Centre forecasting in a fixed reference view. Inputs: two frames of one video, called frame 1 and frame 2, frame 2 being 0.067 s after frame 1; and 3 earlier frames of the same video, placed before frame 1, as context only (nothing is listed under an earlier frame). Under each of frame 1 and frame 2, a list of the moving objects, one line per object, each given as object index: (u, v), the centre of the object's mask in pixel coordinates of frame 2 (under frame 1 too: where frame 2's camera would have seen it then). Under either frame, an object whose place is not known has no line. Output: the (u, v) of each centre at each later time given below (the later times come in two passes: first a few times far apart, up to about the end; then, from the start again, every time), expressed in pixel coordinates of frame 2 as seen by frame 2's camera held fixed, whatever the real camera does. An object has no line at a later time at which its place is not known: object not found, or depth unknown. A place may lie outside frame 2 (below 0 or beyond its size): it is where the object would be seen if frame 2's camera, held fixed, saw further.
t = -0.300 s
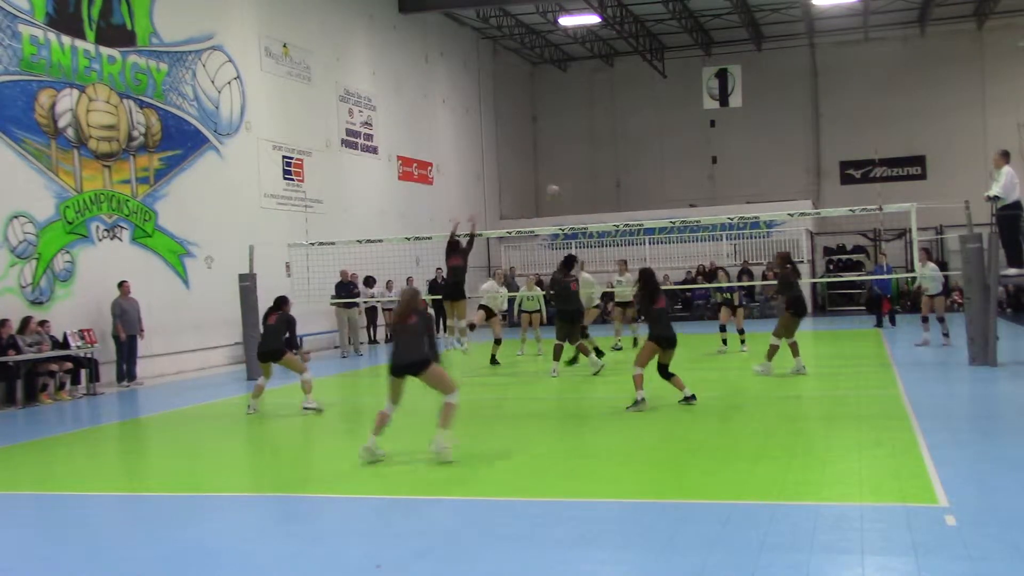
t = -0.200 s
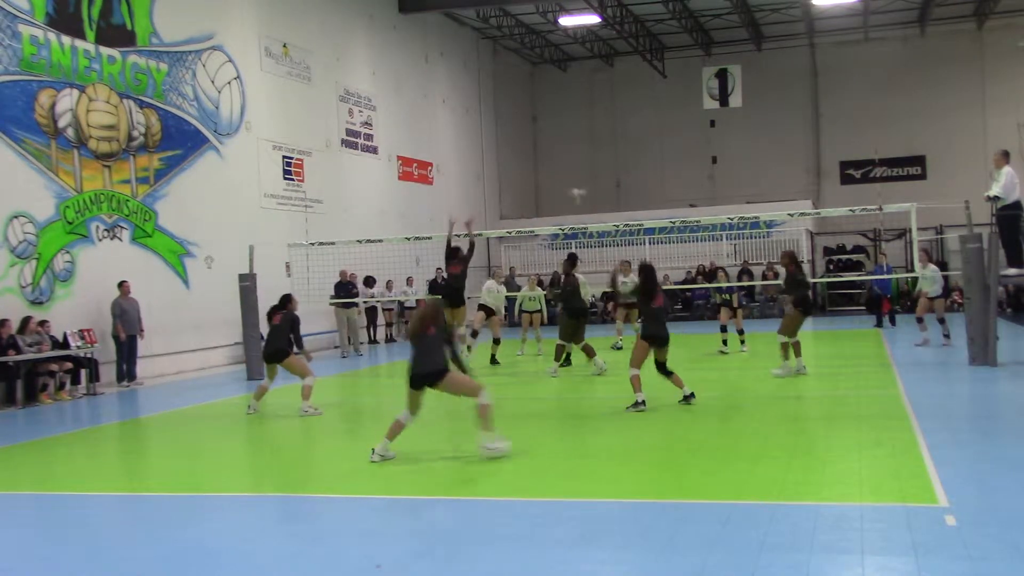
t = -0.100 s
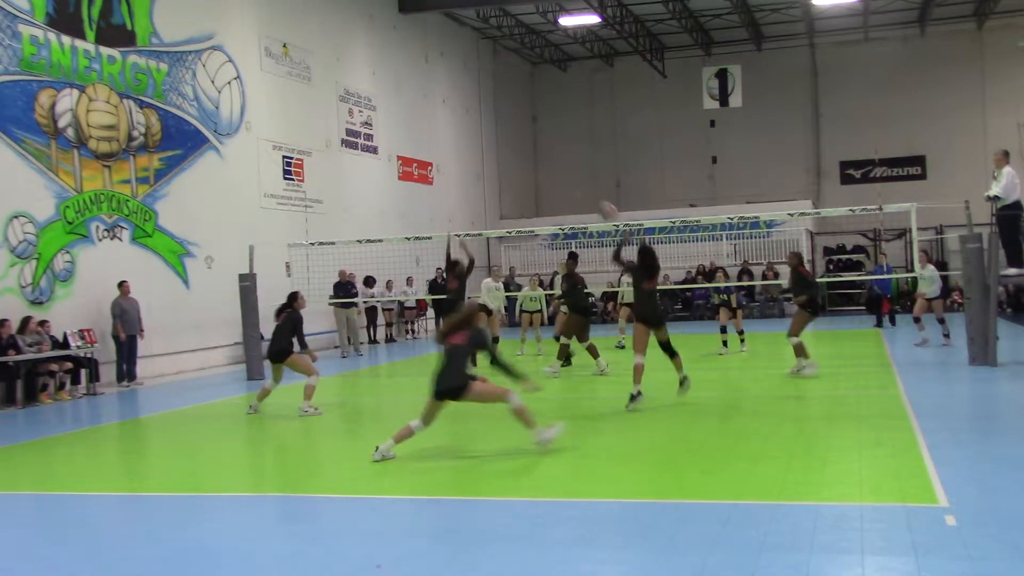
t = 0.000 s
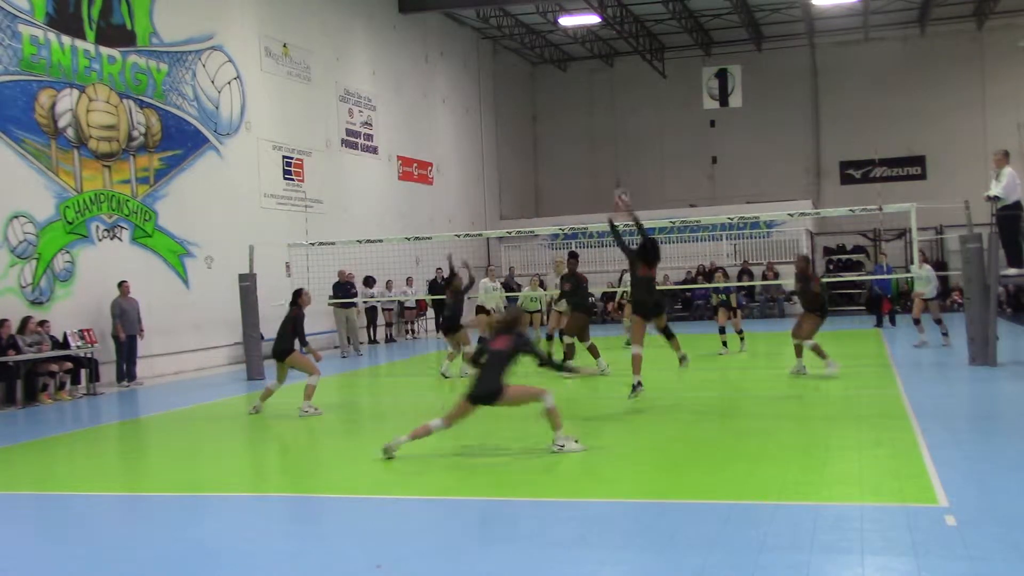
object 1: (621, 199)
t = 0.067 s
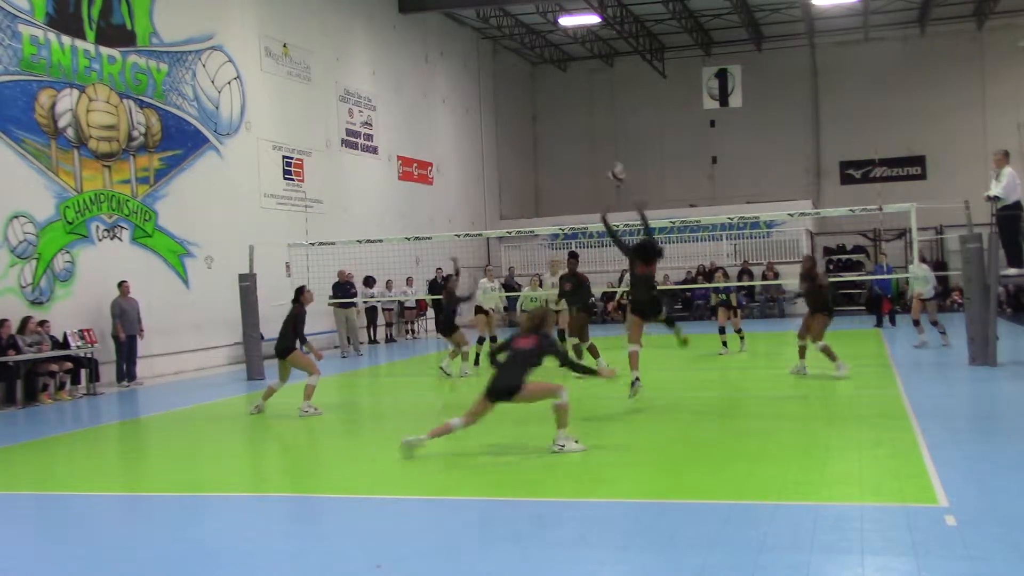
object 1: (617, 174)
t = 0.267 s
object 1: (608, 116)
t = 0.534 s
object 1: (599, 99)
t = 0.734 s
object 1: (594, 123)
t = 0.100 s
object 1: (615, 158)
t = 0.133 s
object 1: (614, 150)
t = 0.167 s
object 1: (613, 141)
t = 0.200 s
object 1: (613, 133)
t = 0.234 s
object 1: (610, 125)
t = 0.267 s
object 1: (608, 116)
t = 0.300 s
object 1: (607, 112)
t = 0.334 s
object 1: (606, 107)
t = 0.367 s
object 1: (605, 102)
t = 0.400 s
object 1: (604, 101)
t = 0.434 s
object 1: (603, 99)
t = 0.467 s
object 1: (601, 98)
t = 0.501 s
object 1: (600, 98)
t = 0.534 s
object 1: (599, 99)
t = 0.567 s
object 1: (598, 101)
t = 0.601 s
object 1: (598, 102)
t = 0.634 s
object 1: (597, 106)
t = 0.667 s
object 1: (596, 111)
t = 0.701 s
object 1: (597, 116)
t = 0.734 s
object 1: (594, 123)
